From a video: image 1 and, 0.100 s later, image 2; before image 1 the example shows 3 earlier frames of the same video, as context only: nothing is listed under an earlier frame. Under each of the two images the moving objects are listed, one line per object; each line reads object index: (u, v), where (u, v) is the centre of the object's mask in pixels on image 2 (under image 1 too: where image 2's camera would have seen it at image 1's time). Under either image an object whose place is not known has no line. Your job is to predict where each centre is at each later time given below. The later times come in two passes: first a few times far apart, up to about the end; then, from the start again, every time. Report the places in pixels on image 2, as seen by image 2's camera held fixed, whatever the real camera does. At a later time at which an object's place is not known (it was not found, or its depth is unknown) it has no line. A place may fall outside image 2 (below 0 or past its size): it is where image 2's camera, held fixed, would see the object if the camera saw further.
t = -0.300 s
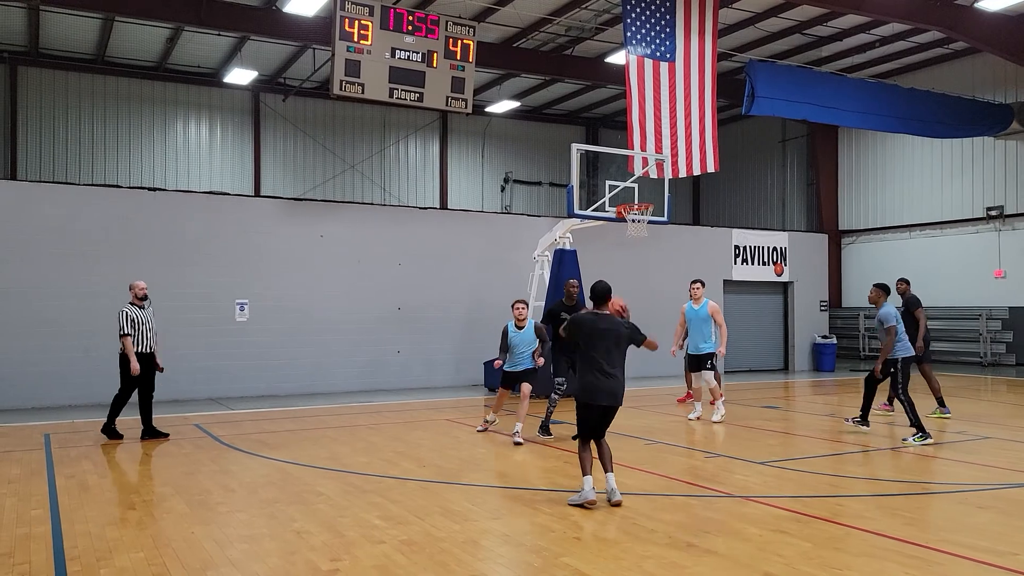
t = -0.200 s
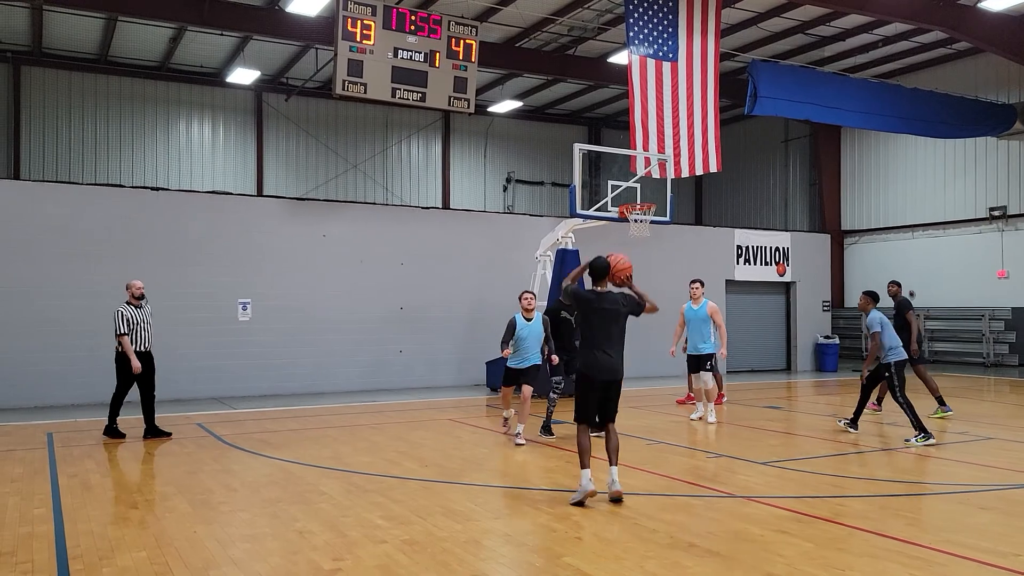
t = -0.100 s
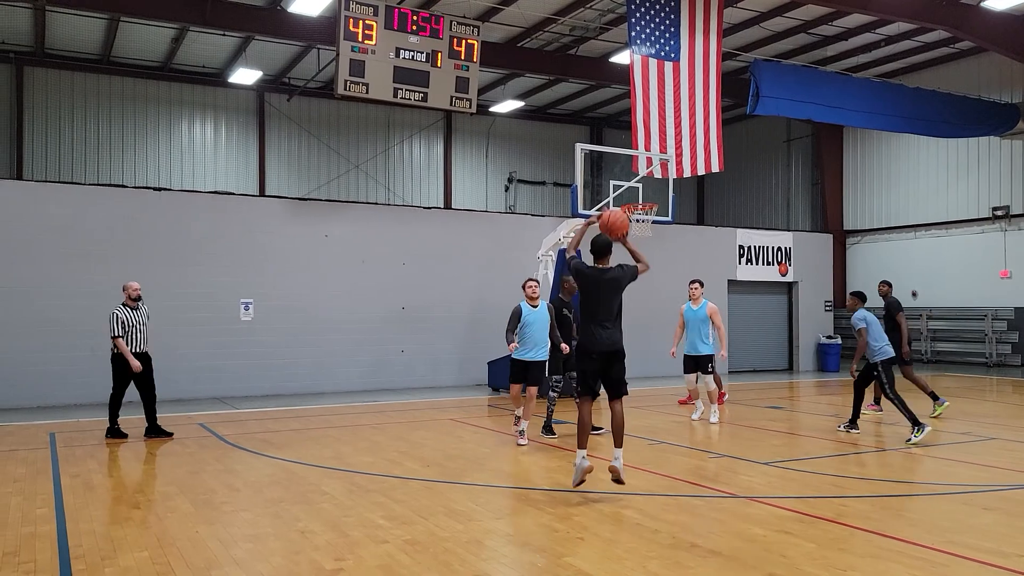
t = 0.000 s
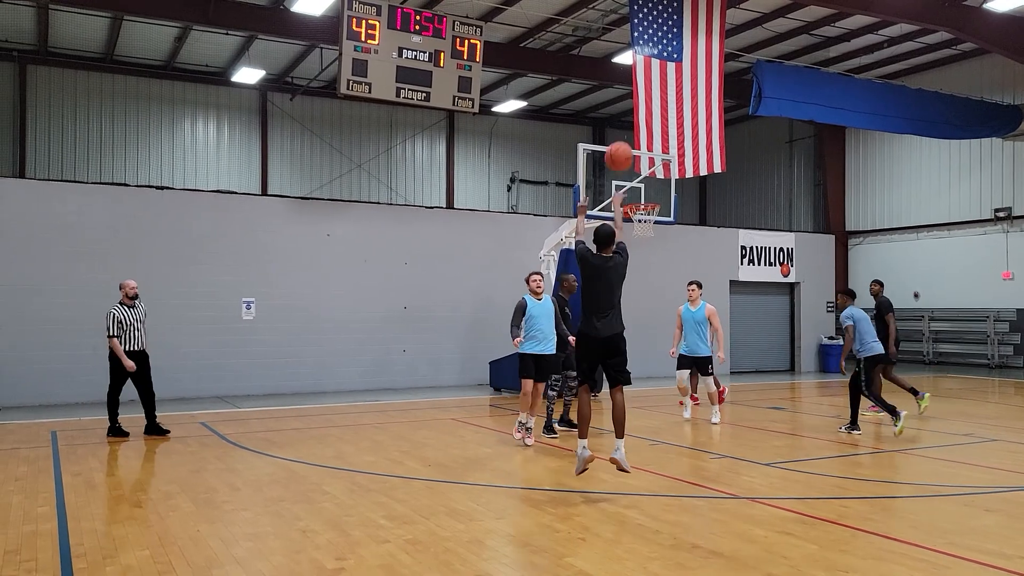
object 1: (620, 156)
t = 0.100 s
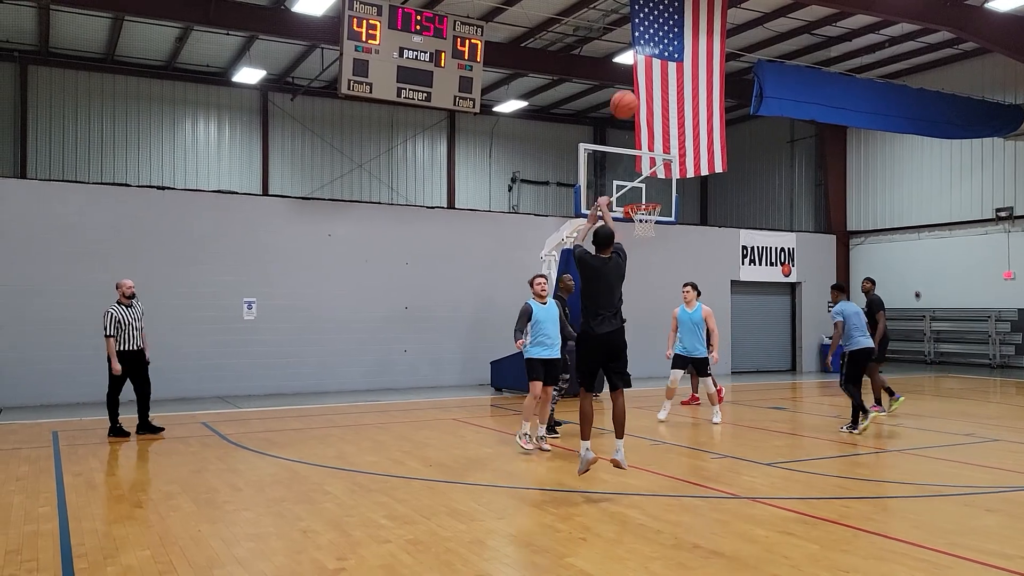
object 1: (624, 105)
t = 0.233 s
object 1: (628, 61)
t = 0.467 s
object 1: (633, 36)
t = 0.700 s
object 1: (637, 62)
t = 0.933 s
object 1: (639, 119)
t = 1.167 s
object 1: (642, 195)
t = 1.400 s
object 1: (648, 168)
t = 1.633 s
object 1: (654, 175)
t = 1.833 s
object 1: (662, 204)
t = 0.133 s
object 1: (625, 90)
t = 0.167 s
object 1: (626, 79)
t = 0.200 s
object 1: (627, 70)
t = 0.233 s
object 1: (628, 61)
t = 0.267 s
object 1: (629, 54)
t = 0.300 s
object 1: (630, 47)
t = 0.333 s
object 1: (630, 43)
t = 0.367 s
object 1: (631, 40)
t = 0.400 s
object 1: (631, 37)
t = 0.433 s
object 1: (632, 36)
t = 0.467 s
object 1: (633, 36)
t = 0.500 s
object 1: (633, 37)
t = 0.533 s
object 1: (634, 39)
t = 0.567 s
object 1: (635, 41)
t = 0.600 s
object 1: (635, 45)
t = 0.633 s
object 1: (636, 49)
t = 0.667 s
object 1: (637, 56)
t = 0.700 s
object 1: (637, 62)
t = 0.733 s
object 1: (637, 69)
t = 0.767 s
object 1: (638, 75)
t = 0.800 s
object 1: (638, 83)
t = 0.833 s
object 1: (639, 91)
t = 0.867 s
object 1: (640, 100)
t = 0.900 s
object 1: (639, 109)
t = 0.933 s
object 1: (639, 119)
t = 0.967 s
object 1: (640, 129)
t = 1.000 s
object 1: (640, 139)
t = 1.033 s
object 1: (640, 151)
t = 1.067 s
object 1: (640, 163)
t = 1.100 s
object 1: (641, 174)
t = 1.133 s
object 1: (642, 187)
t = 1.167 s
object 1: (642, 195)
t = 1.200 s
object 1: (643, 189)
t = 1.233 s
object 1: (644, 184)
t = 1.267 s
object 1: (645, 179)
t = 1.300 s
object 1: (645, 175)
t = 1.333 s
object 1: (646, 171)
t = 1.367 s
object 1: (648, 170)
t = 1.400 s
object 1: (648, 168)
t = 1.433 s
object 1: (649, 167)
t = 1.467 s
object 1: (650, 166)
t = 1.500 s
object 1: (651, 167)
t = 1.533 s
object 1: (652, 168)
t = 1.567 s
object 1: (653, 169)
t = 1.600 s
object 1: (654, 172)
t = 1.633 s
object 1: (654, 175)
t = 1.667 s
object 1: (655, 179)
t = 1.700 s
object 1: (656, 182)
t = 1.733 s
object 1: (657, 188)
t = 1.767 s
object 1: (658, 194)
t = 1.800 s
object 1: (659, 199)
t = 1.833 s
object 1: (662, 204)
